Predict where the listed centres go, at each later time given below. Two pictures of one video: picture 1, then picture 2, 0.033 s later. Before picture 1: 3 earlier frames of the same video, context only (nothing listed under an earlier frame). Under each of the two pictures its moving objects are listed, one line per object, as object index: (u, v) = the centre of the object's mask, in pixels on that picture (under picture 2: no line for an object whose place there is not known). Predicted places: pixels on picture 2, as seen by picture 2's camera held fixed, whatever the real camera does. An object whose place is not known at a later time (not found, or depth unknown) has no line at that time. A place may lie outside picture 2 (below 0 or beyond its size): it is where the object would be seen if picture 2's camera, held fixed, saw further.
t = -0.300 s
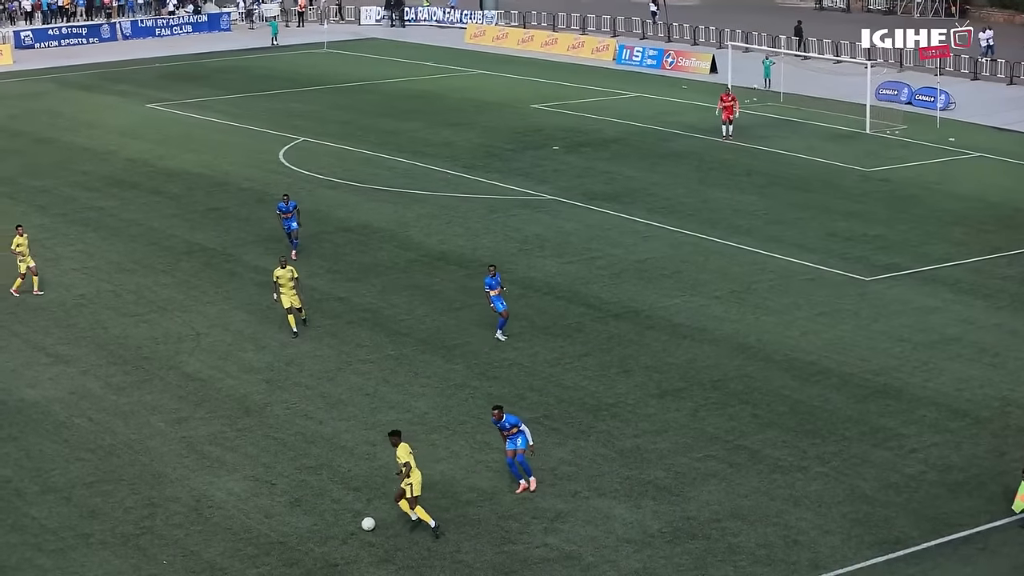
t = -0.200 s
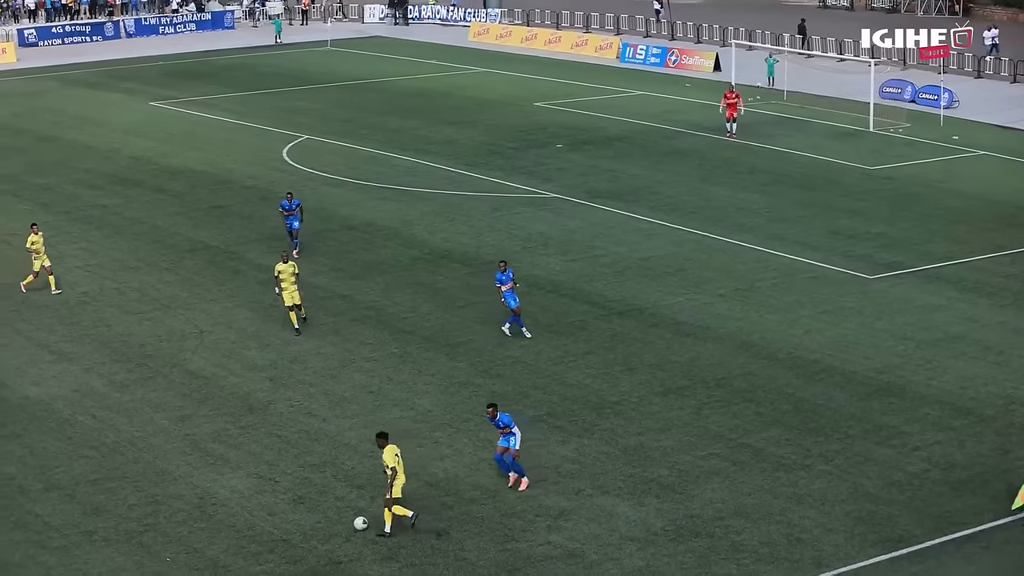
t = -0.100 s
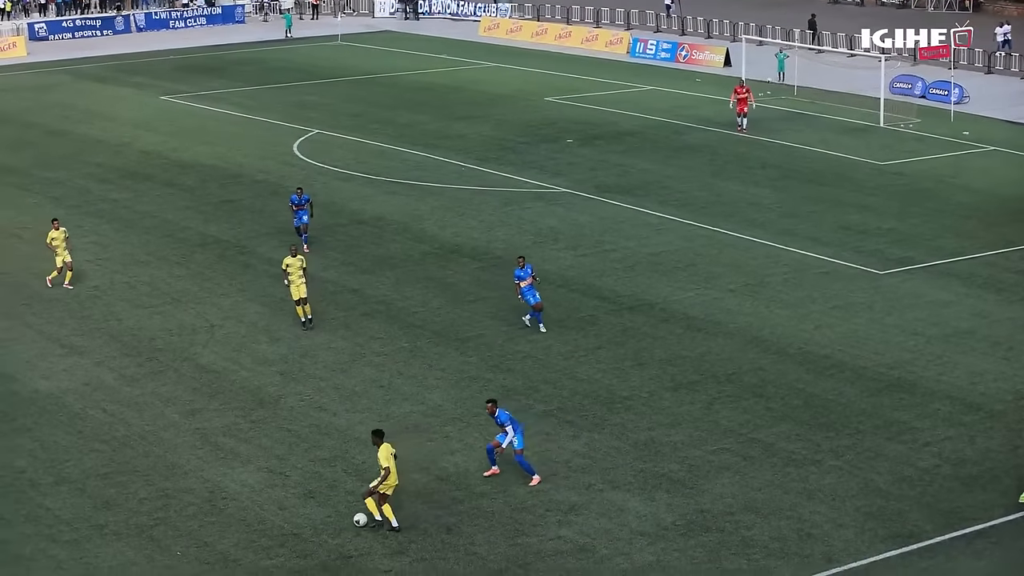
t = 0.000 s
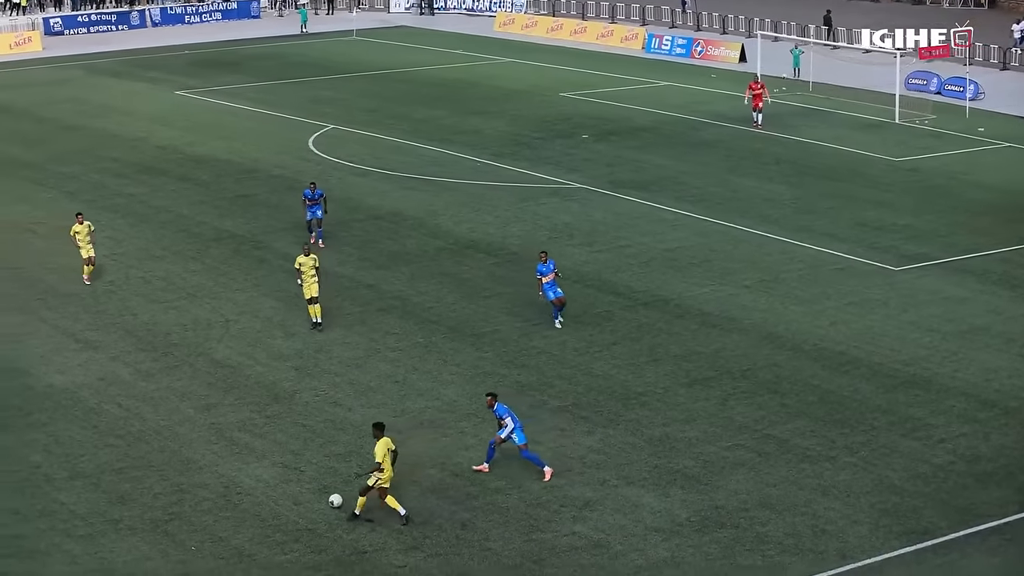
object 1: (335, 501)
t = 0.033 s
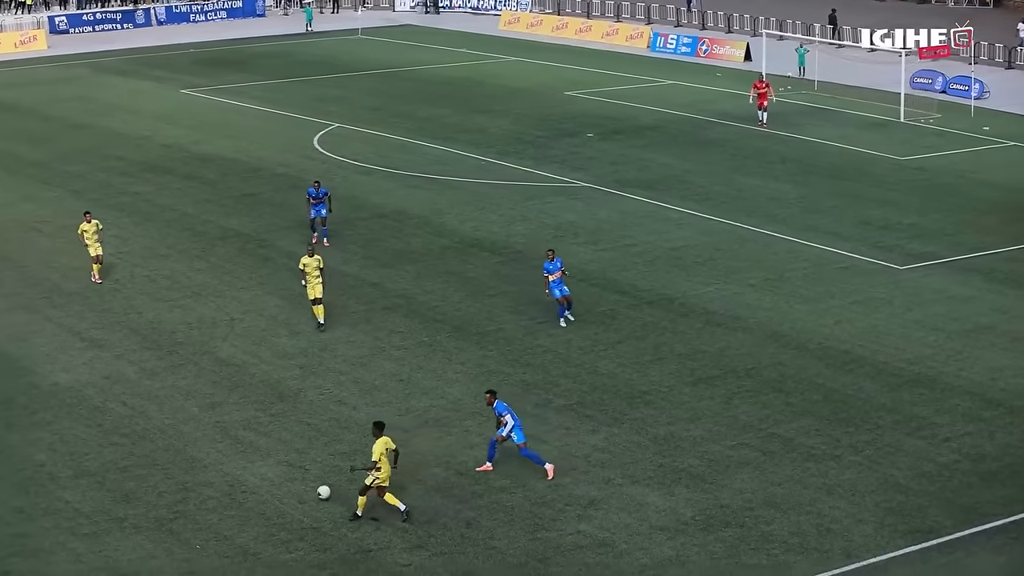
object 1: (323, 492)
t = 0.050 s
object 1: (315, 489)
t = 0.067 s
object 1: (307, 486)
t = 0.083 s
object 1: (298, 483)
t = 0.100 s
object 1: (289, 480)
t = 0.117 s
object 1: (281, 478)
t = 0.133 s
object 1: (273, 476)
